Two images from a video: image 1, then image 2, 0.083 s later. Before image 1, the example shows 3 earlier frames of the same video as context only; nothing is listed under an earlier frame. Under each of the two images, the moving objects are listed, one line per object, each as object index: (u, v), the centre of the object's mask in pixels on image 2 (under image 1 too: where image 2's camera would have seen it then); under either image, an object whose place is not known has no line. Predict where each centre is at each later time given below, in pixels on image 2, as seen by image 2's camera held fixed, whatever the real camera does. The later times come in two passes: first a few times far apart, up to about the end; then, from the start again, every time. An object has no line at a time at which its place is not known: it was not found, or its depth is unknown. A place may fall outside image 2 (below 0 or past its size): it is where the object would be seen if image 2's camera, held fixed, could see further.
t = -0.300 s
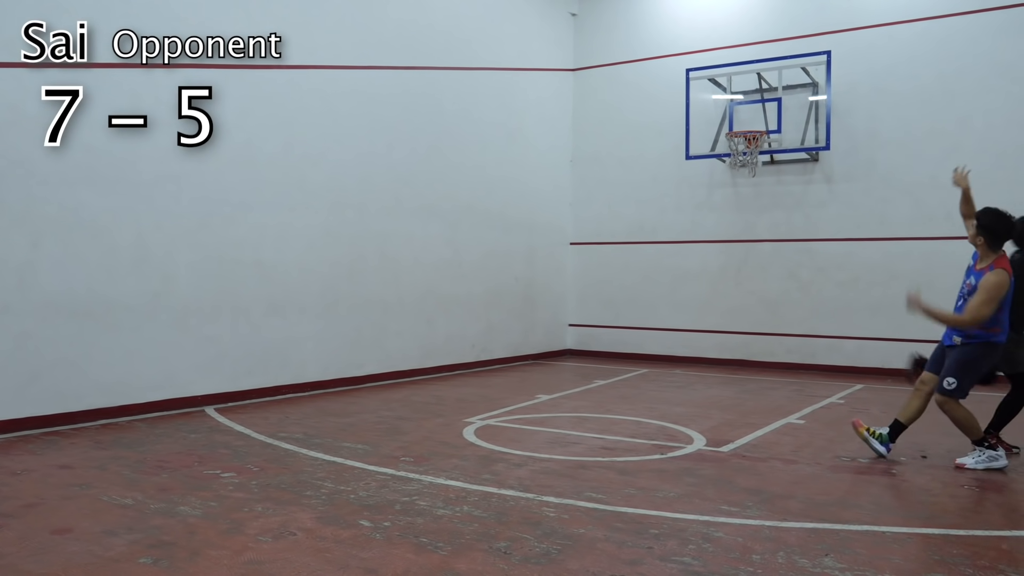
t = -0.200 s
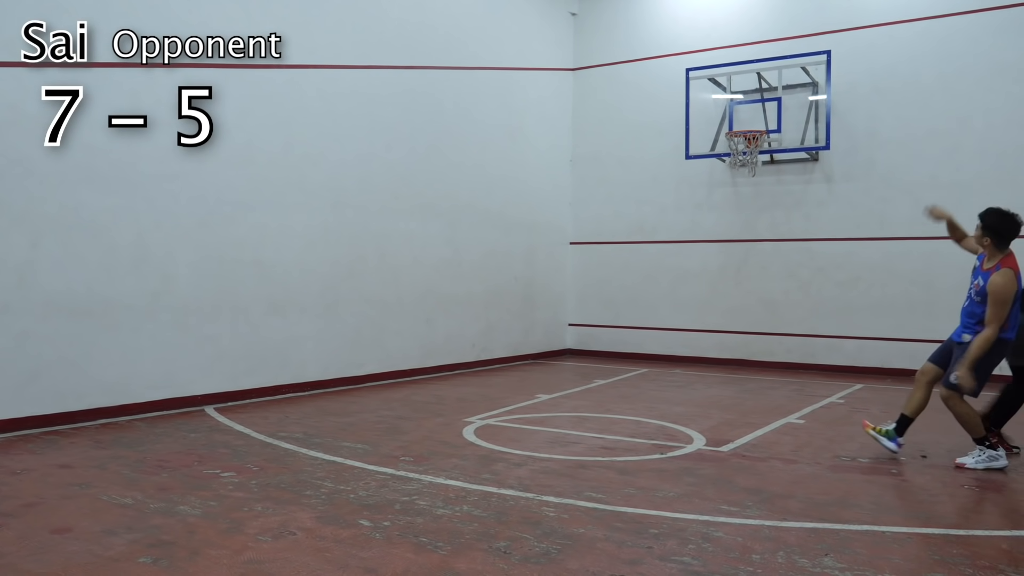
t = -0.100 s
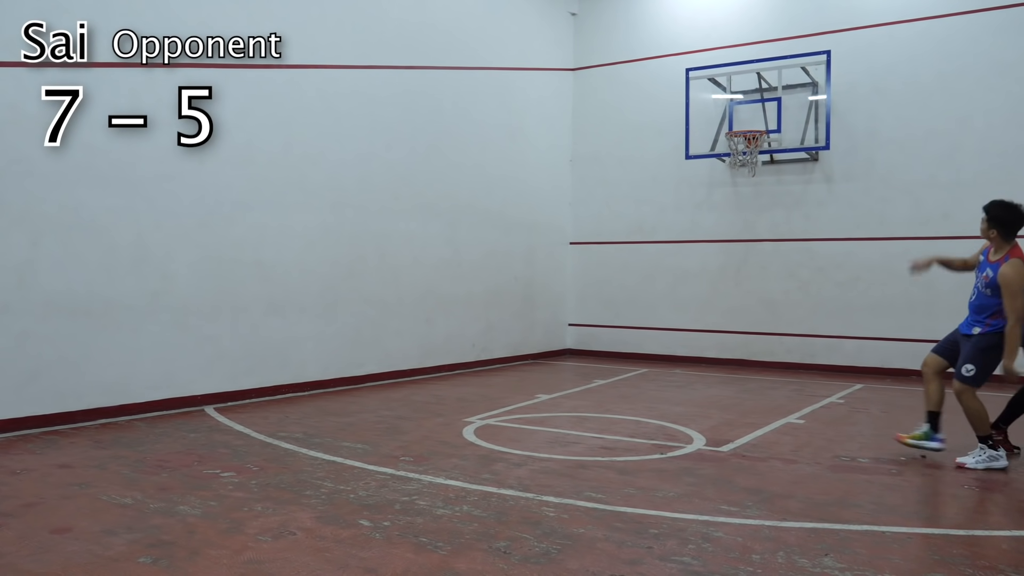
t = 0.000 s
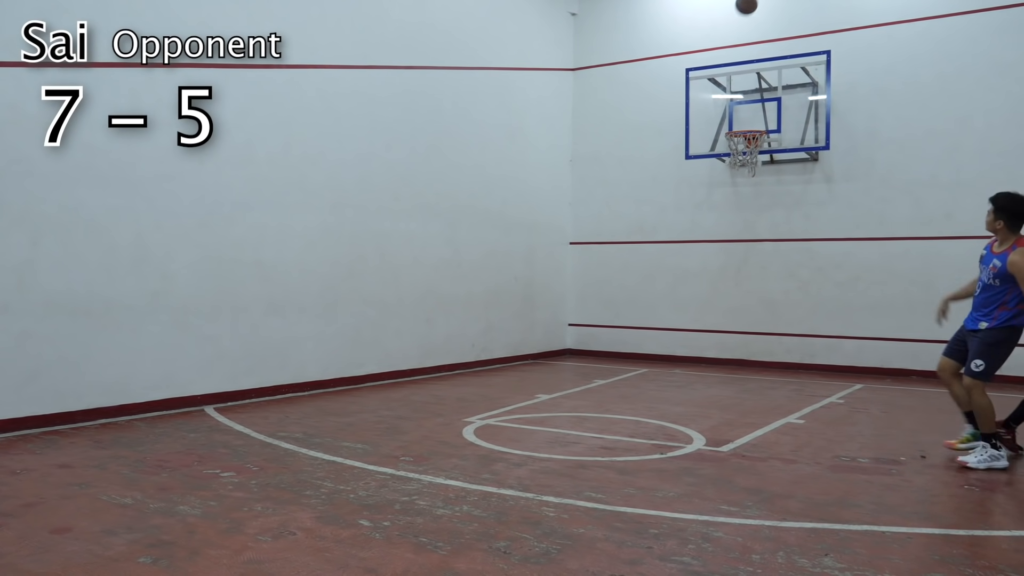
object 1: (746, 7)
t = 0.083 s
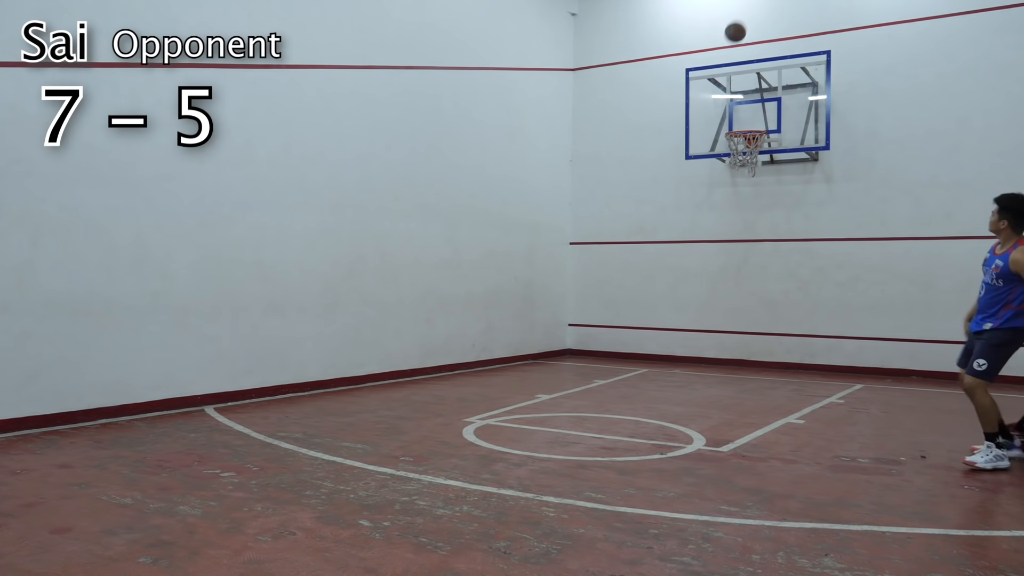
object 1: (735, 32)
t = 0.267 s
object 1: (713, 106)
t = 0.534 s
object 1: (686, 235)
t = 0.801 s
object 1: (665, 340)
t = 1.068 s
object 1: (653, 286)
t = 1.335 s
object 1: (639, 279)
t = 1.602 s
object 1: (624, 321)
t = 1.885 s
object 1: (615, 328)
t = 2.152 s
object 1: (613, 309)
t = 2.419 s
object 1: (610, 336)
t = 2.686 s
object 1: (608, 328)
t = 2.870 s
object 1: (603, 322)
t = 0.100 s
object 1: (733, 38)
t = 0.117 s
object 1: (731, 44)
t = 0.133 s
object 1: (729, 51)
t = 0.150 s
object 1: (727, 58)
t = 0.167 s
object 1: (725, 64)
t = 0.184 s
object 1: (723, 70)
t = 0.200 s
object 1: (721, 77)
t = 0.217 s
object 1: (719, 84)
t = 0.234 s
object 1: (717, 92)
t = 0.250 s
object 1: (715, 99)
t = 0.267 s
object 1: (713, 106)
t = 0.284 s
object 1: (711, 113)
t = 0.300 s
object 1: (709, 121)
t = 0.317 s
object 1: (707, 128)
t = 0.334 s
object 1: (705, 136)
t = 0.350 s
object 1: (704, 143)
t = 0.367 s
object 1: (702, 151)
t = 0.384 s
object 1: (700, 160)
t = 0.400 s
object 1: (699, 168)
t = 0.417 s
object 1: (697, 176)
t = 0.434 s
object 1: (696, 184)
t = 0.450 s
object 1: (694, 192)
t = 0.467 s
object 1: (692, 201)
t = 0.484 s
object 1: (691, 209)
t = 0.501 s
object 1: (689, 218)
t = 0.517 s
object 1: (687, 226)
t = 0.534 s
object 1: (686, 235)
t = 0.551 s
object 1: (684, 244)
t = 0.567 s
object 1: (682, 253)
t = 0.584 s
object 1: (681, 262)
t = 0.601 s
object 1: (679, 271)
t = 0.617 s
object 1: (678, 280)
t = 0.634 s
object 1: (676, 289)
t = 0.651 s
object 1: (675, 298)
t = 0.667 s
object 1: (673, 307)
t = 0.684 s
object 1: (672, 317)
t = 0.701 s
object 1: (671, 326)
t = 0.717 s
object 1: (669, 335)
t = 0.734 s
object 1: (667, 345)
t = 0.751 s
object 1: (666, 354)
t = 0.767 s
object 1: (666, 354)
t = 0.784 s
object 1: (666, 346)
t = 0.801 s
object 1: (665, 340)
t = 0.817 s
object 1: (665, 334)
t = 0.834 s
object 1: (664, 329)
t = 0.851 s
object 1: (663, 325)
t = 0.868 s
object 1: (663, 321)
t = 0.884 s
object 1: (662, 317)
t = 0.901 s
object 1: (661, 313)
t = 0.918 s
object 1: (660, 310)
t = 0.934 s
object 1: (659, 306)
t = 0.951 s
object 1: (659, 303)
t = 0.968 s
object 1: (658, 300)
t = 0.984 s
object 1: (657, 298)
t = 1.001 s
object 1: (656, 295)
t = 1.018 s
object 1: (655, 292)
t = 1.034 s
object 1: (654, 290)
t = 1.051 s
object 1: (654, 288)
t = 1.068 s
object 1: (653, 286)
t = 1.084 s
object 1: (652, 284)
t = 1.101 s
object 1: (651, 282)
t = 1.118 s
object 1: (650, 281)
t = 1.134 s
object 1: (650, 280)
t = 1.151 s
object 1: (649, 279)
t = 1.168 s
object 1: (648, 278)
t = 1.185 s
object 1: (647, 277)
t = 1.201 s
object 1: (646, 277)
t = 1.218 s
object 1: (645, 277)
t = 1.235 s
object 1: (644, 276)
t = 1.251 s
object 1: (643, 276)
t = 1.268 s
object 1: (643, 276)
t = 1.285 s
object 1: (642, 277)
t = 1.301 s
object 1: (641, 278)
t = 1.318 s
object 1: (640, 278)
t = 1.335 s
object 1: (639, 279)
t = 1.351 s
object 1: (638, 280)
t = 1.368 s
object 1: (637, 282)
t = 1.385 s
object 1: (636, 283)
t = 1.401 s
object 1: (635, 285)
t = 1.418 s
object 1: (634, 287)
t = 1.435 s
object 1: (633, 289)
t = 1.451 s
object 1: (633, 291)
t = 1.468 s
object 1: (632, 294)
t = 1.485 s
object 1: (631, 296)
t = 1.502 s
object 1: (630, 299)
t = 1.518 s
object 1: (629, 303)
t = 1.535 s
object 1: (628, 306)
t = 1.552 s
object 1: (627, 309)
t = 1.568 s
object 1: (626, 313)
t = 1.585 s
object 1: (625, 317)
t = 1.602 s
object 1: (624, 321)
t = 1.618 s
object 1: (623, 325)
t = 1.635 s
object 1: (622, 330)
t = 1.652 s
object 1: (621, 334)
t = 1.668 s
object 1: (620, 339)
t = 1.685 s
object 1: (619, 344)
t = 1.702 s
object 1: (618, 348)
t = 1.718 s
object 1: (617, 354)
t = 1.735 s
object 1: (616, 360)
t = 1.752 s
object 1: (616, 356)
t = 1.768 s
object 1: (616, 351)
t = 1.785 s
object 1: (616, 347)
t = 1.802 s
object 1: (615, 344)
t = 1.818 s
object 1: (615, 340)
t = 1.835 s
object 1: (615, 337)
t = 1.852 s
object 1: (615, 333)
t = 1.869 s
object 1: (615, 331)
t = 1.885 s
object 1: (615, 328)
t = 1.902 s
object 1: (615, 325)
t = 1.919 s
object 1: (615, 323)
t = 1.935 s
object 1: (615, 320)
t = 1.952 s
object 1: (615, 318)
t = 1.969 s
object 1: (614, 316)
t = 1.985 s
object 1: (614, 315)
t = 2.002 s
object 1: (614, 313)
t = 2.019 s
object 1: (614, 312)
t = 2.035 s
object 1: (614, 311)
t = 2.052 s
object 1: (614, 310)
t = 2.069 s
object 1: (614, 309)
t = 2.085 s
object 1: (614, 309)
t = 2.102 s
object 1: (613, 308)
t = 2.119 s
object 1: (613, 308)
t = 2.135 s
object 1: (613, 308)
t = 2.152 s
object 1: (613, 309)
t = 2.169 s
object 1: (613, 309)
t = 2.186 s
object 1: (613, 309)
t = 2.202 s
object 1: (613, 310)
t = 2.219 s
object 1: (612, 311)
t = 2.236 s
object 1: (612, 312)
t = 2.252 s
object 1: (612, 314)
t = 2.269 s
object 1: (612, 315)
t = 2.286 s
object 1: (612, 317)
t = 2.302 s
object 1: (612, 318)
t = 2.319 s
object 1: (612, 320)
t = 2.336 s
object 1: (611, 323)
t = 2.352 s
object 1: (611, 325)
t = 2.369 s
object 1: (611, 327)
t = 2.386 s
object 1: (611, 330)
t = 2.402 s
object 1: (610, 333)
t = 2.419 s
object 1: (610, 336)
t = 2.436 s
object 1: (610, 339)
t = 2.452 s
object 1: (610, 343)
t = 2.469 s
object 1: (610, 346)
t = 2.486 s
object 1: (610, 350)
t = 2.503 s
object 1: (609, 353)
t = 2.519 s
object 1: (609, 351)
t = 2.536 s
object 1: (609, 347)
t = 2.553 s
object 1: (609, 345)
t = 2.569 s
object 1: (609, 342)
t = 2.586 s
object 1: (609, 340)
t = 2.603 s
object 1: (609, 337)
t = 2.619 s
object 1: (609, 335)
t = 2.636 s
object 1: (608, 333)
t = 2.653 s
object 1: (608, 331)
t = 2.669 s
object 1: (608, 329)
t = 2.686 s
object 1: (608, 328)
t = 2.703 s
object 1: (607, 327)
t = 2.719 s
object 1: (607, 325)
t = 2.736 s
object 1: (607, 325)
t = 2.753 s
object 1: (607, 324)
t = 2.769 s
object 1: (607, 323)
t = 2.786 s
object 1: (606, 322)
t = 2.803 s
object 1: (606, 322)
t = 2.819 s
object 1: (605, 322)
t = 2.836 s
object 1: (604, 322)
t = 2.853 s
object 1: (603, 322)
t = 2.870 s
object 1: (603, 322)
